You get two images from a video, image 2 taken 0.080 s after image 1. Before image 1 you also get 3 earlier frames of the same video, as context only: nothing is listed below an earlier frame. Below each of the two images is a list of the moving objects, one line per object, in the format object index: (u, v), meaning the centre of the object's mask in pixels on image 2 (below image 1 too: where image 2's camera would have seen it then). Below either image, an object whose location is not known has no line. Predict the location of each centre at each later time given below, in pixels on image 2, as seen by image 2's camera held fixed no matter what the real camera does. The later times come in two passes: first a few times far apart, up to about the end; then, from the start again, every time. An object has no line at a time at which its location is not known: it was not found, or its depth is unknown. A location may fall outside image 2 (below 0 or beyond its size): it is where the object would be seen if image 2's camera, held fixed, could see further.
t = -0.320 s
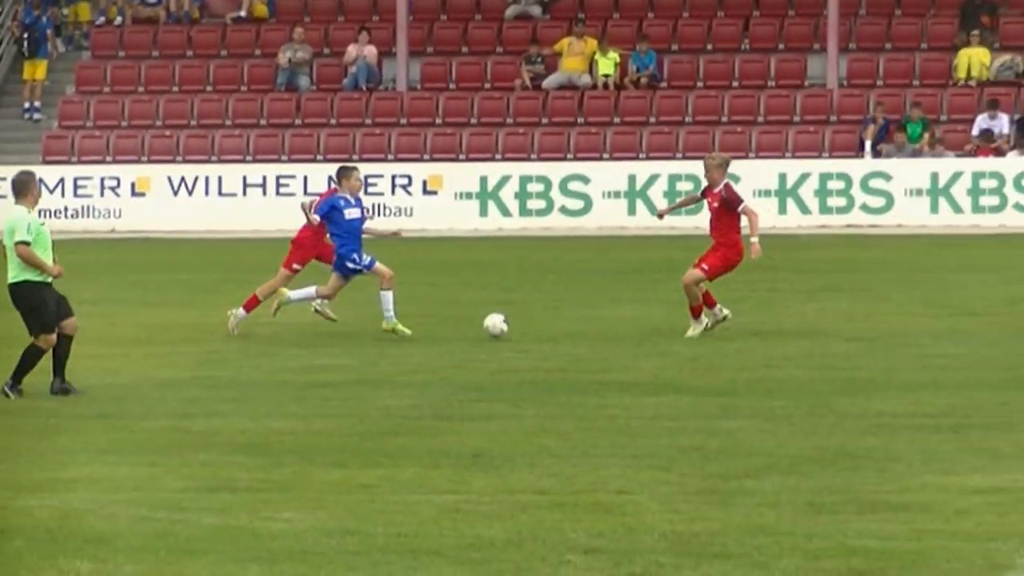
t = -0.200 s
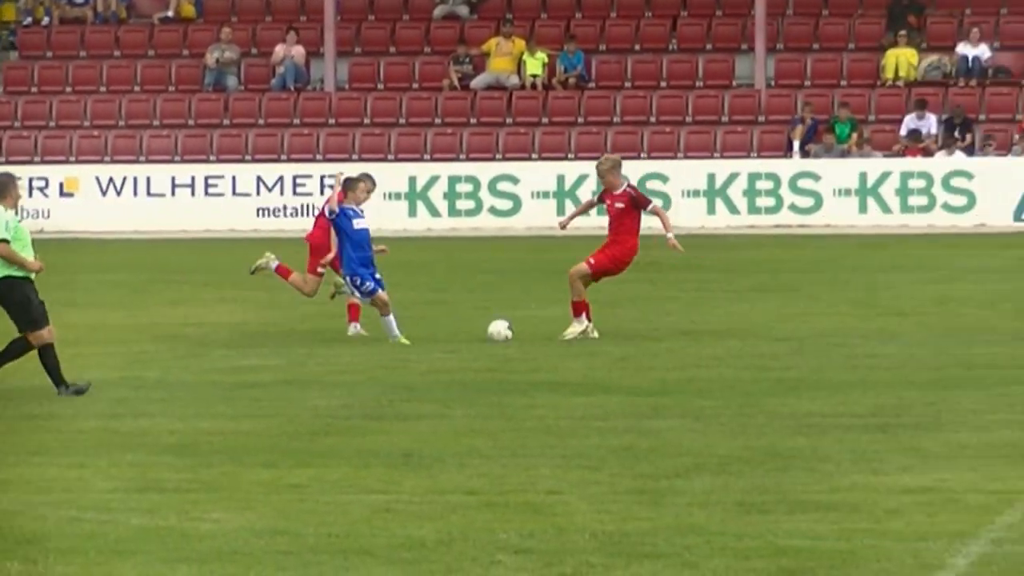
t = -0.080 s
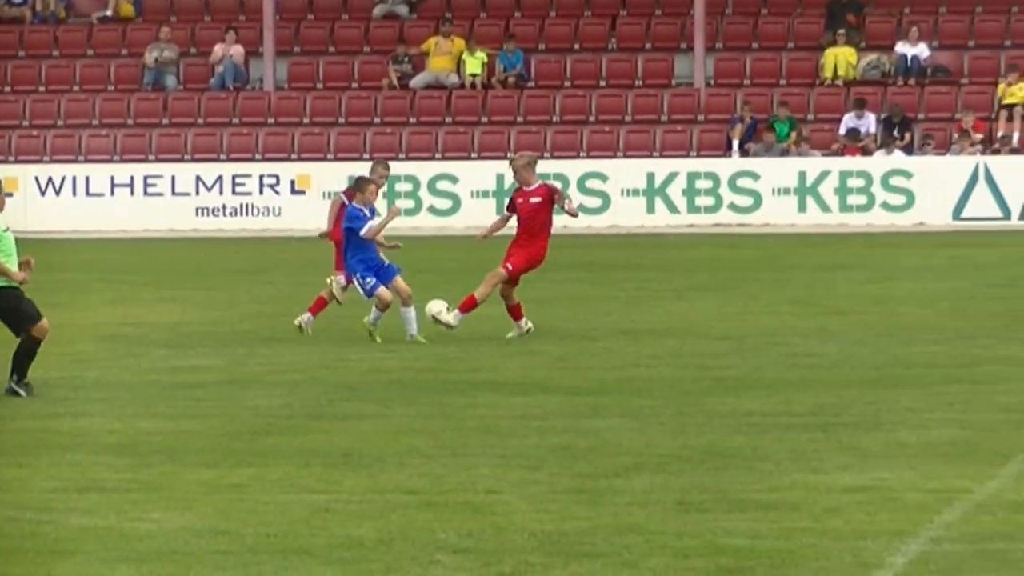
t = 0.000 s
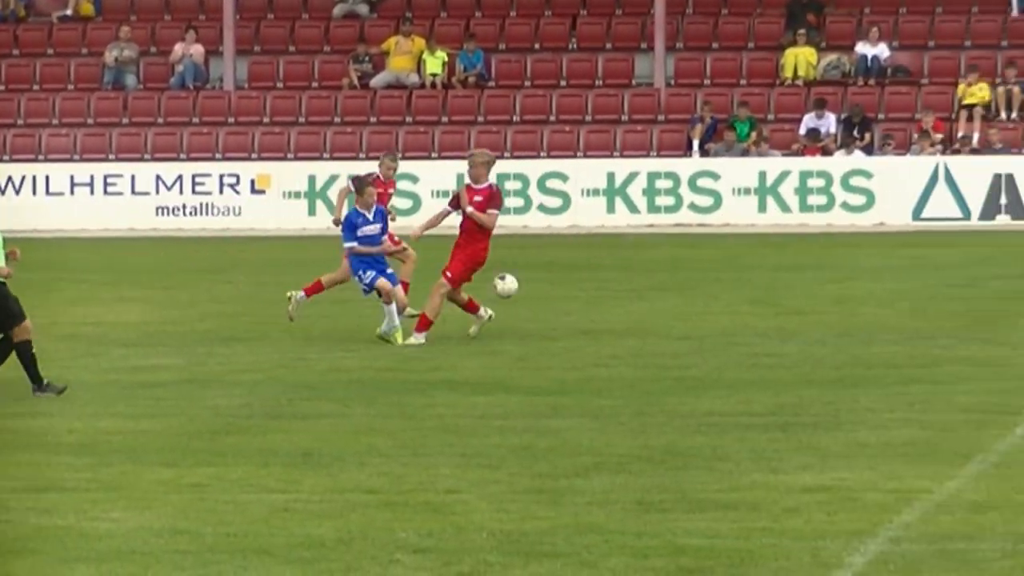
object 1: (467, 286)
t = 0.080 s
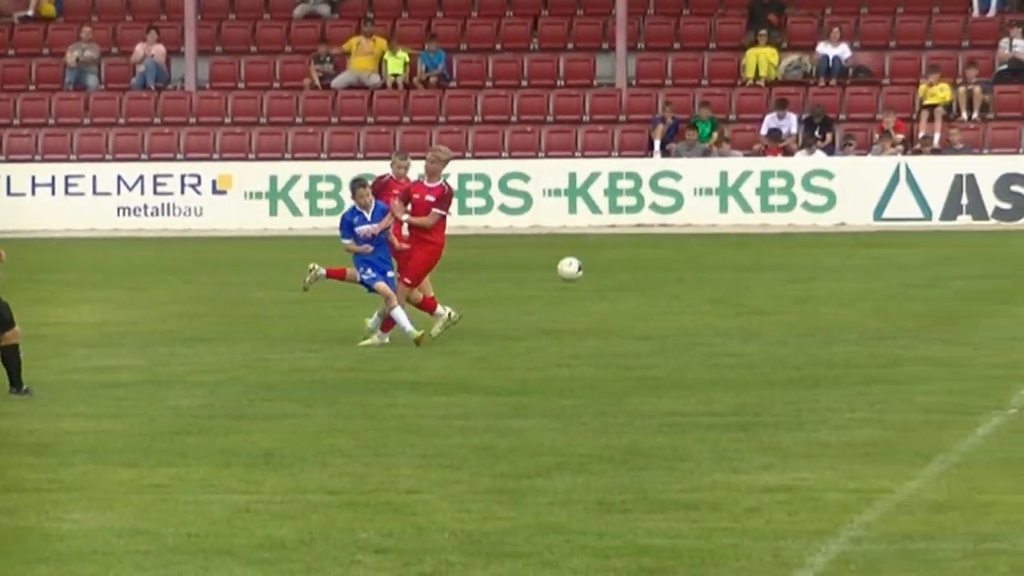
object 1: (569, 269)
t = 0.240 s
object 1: (773, 256)
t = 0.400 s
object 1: (976, 266)
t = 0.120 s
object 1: (621, 263)
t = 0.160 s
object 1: (672, 259)
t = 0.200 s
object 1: (722, 256)
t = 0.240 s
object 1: (773, 256)
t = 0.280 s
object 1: (824, 256)
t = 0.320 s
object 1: (874, 258)
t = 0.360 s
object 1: (925, 262)
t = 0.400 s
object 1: (976, 266)
